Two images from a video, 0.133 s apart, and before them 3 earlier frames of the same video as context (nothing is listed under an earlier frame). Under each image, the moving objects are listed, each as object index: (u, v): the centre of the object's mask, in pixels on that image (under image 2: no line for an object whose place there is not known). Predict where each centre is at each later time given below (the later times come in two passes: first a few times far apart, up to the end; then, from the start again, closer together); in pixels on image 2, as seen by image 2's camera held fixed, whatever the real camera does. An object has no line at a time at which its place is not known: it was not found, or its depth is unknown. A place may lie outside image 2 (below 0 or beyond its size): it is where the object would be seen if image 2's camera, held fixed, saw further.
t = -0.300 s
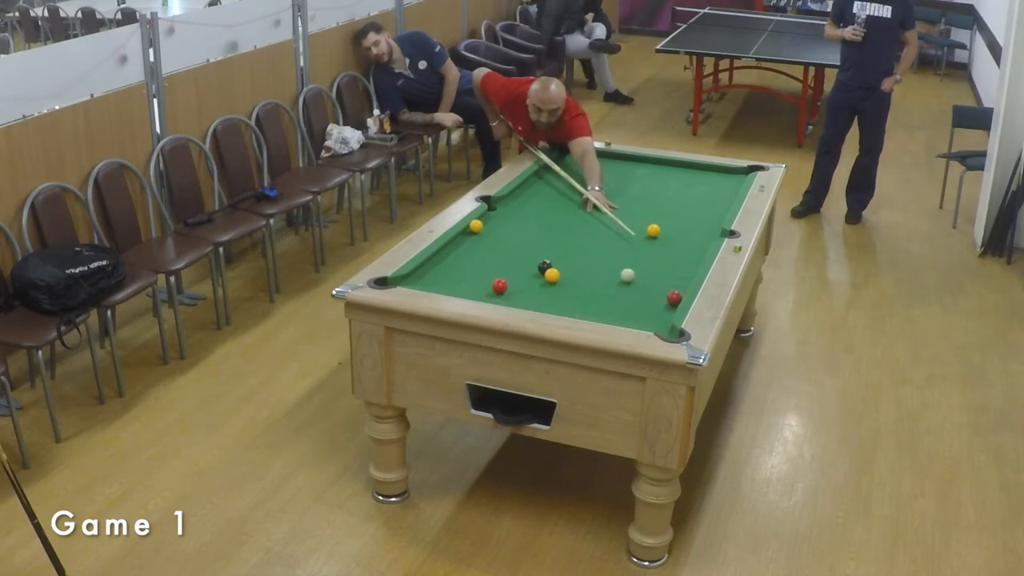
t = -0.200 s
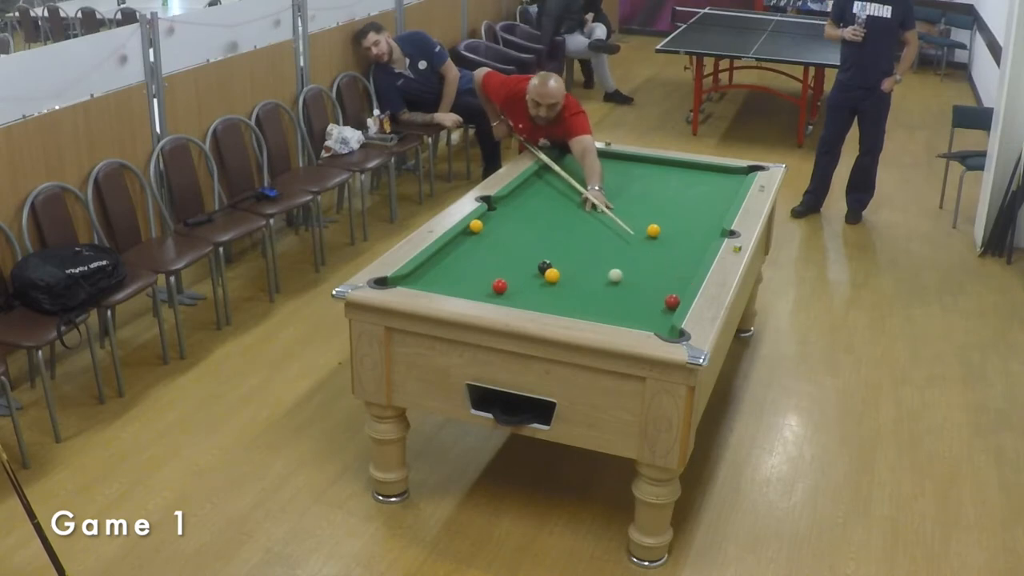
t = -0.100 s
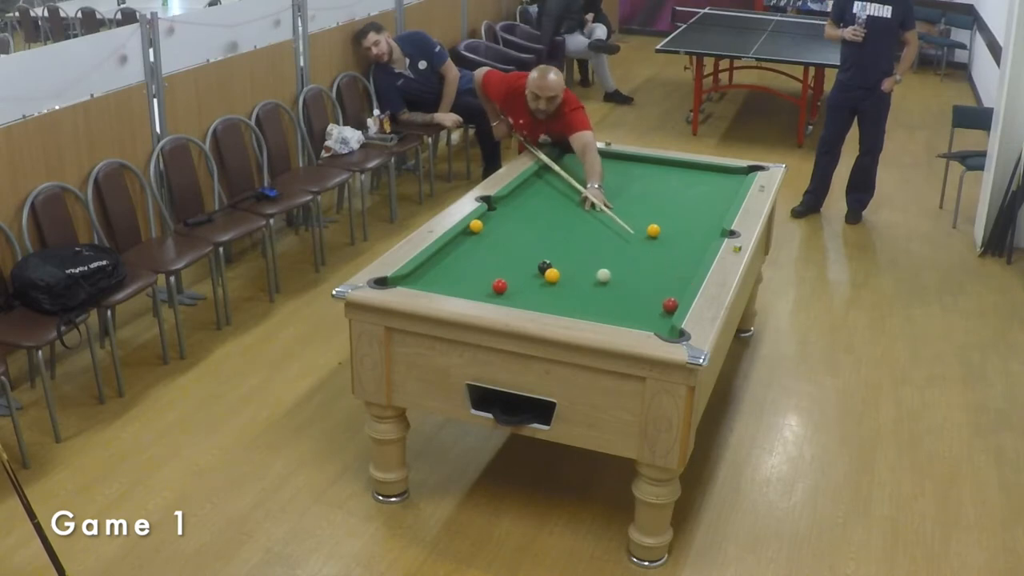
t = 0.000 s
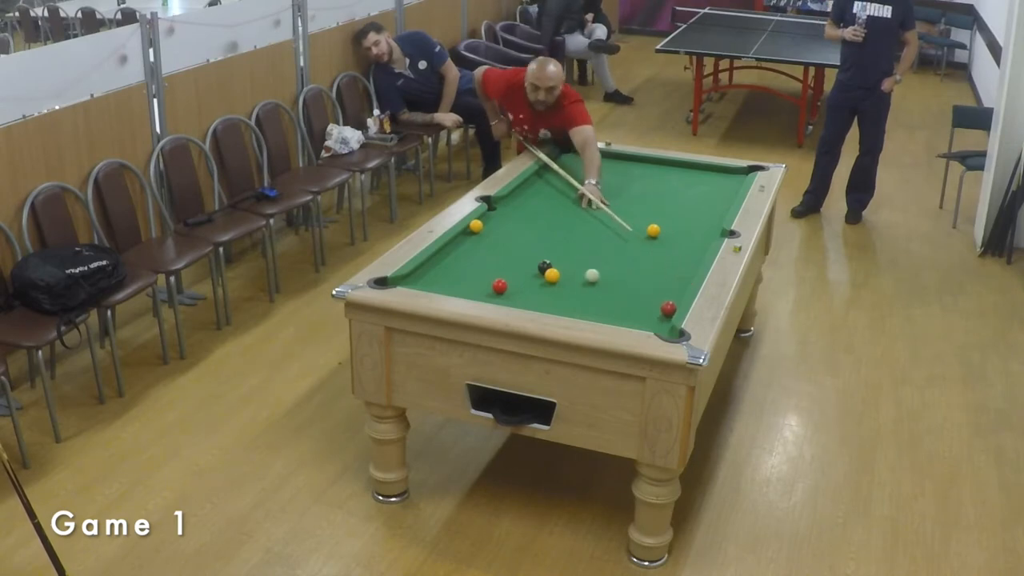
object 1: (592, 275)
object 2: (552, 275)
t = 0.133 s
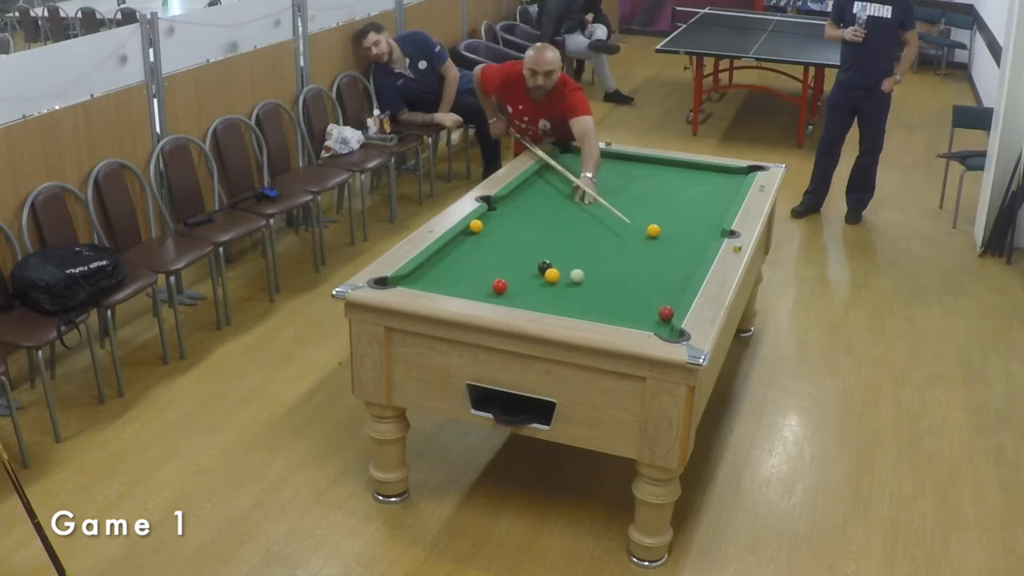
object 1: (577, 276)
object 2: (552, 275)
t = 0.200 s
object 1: (569, 276)
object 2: (552, 275)
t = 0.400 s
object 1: (564, 276)
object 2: (540, 275)
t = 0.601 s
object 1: (562, 277)
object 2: (529, 275)
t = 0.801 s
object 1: (561, 277)
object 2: (519, 275)
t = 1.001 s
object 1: (561, 277)
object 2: (510, 275)
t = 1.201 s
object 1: (561, 277)
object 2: (502, 274)
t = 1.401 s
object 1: (561, 277)
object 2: (495, 274)
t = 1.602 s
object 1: (561, 277)
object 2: (489, 275)
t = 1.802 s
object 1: (562, 277)
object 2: (484, 275)
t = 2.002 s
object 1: (561, 277)
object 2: (480, 275)
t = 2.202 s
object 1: (562, 277)
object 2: (478, 274)
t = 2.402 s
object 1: (561, 277)
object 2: (476, 274)
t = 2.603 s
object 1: (561, 277)
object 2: (475, 274)
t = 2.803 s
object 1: (561, 277)
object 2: (475, 274)
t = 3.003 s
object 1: (561, 277)
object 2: (475, 274)
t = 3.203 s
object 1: (562, 277)
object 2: (475, 274)
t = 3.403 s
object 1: (562, 277)
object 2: (475, 274)
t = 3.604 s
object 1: (562, 277)
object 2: (475, 274)
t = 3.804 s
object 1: (562, 277)
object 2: (475, 274)
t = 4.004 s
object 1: (562, 277)
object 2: (475, 274)
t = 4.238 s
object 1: (562, 277)
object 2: (475, 274)
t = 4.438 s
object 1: (562, 277)
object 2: (475, 274)
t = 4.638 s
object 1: (562, 277)
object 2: (475, 274)
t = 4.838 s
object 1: (562, 277)
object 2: (475, 274)
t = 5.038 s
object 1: (562, 277)
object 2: (475, 274)
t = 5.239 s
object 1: (562, 277)
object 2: (475, 274)
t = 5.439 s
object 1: (562, 277)
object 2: (475, 274)
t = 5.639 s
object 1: (562, 277)
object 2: (475, 274)
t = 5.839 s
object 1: (562, 277)
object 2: (475, 274)
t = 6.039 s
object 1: (562, 277)
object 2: (475, 274)
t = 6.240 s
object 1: (562, 277)
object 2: (475, 274)
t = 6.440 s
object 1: (562, 277)
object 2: (475, 274)
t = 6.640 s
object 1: (562, 277)
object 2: (475, 274)
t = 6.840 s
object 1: (562, 277)
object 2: (475, 274)
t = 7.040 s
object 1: (562, 277)
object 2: (475, 274)
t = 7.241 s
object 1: (562, 277)
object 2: (475, 274)
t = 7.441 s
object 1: (562, 277)
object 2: (475, 274)
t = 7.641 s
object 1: (562, 277)
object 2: (475, 274)
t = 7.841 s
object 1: (562, 277)
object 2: (475, 274)
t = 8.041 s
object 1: (562, 277)
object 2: (475, 274)
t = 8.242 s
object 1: (562, 277)
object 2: (475, 274)
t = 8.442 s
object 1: (562, 277)
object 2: (475, 274)
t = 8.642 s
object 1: (562, 277)
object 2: (475, 274)
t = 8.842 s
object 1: (562, 277)
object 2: (475, 274)
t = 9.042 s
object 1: (562, 277)
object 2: (475, 274)
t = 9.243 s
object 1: (562, 277)
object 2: (475, 274)
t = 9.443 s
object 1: (562, 277)
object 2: (475, 274)
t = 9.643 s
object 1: (562, 277)
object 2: (475, 274)
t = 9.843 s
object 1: (562, 277)
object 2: (475, 274)
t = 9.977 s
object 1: (562, 277)
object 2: (475, 274)
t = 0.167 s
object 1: (573, 276)
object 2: (552, 275)
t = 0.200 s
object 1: (569, 276)
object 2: (552, 275)
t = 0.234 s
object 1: (566, 276)
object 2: (551, 275)
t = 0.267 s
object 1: (566, 276)
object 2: (549, 275)
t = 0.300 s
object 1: (565, 276)
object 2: (546, 275)
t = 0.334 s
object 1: (565, 276)
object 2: (545, 276)
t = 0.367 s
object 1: (564, 276)
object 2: (542, 275)
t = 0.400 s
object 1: (564, 276)
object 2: (540, 275)
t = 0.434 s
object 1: (563, 276)
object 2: (538, 275)
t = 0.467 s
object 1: (563, 276)
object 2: (536, 275)
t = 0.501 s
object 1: (563, 276)
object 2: (535, 275)
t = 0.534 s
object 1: (562, 276)
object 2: (533, 275)
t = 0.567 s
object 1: (562, 276)
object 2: (531, 275)
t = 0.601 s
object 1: (562, 277)
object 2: (529, 275)
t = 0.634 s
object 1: (562, 277)
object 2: (527, 275)
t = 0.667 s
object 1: (562, 277)
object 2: (526, 275)
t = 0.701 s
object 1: (561, 277)
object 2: (524, 276)
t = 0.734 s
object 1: (561, 277)
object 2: (522, 275)
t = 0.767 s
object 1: (561, 277)
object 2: (521, 275)
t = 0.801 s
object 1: (561, 277)
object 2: (519, 275)
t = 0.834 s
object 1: (561, 277)
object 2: (517, 275)
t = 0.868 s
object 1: (561, 277)
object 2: (516, 275)
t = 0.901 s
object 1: (561, 277)
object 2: (514, 275)
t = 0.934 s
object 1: (561, 277)
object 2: (513, 275)
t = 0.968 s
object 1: (561, 277)
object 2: (511, 275)
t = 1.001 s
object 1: (561, 277)
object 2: (510, 275)
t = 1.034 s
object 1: (561, 277)
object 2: (509, 275)
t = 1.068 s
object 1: (561, 277)
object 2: (507, 275)
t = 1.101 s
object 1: (561, 277)
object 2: (506, 275)
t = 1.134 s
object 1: (562, 277)
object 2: (505, 274)
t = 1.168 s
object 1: (561, 277)
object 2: (503, 274)
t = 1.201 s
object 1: (561, 277)
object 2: (502, 274)
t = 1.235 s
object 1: (561, 277)
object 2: (501, 274)
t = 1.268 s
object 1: (561, 277)
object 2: (499, 274)
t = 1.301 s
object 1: (561, 277)
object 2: (498, 274)
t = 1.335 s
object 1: (561, 277)
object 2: (497, 274)
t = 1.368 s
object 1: (562, 277)
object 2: (496, 274)
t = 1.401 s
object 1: (561, 277)
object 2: (495, 274)
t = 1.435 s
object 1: (561, 277)
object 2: (493, 274)
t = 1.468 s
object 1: (561, 277)
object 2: (492, 275)
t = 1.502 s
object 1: (561, 277)
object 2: (491, 274)
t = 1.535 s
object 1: (561, 277)
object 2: (491, 275)
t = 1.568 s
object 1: (561, 277)
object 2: (490, 275)
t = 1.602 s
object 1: (561, 277)
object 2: (489, 275)
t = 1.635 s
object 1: (561, 277)
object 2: (488, 275)
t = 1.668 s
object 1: (561, 277)
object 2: (487, 275)
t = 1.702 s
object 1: (561, 277)
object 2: (486, 275)
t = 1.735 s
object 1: (561, 277)
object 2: (486, 275)
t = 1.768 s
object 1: (562, 277)
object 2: (485, 275)
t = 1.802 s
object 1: (562, 277)
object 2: (484, 275)
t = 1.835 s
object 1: (562, 277)
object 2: (483, 275)
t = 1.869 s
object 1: (561, 277)
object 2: (483, 275)
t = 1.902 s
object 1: (561, 277)
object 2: (482, 275)
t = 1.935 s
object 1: (562, 277)
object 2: (481, 275)
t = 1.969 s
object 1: (561, 277)
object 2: (481, 275)
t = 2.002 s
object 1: (561, 277)
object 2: (480, 275)
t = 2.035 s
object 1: (561, 277)
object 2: (480, 275)
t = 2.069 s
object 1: (561, 277)
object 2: (479, 275)
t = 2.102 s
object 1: (561, 277)
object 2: (478, 274)
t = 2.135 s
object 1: (561, 277)
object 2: (478, 275)
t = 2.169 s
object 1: (562, 277)
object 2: (478, 274)
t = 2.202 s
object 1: (562, 277)
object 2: (478, 274)
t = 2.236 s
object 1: (562, 277)
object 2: (477, 274)
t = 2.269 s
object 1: (561, 277)
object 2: (477, 274)
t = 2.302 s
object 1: (561, 277)
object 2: (476, 274)
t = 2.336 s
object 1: (561, 277)
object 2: (476, 274)
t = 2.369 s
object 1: (561, 277)
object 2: (476, 274)
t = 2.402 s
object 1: (561, 277)
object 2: (476, 274)
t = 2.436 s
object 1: (561, 277)
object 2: (475, 274)
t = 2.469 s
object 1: (561, 277)
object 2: (475, 274)
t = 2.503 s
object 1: (561, 277)
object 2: (475, 274)
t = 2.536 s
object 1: (561, 277)
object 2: (475, 274)
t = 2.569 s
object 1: (561, 277)
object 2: (475, 274)
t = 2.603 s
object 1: (561, 277)
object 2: (475, 274)
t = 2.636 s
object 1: (561, 277)
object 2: (475, 274)
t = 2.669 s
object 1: (561, 277)
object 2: (475, 274)
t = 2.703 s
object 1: (561, 277)
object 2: (475, 274)
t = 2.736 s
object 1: (561, 277)
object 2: (475, 274)
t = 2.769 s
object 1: (561, 277)
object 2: (475, 274)
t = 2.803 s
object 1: (561, 277)
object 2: (475, 274)
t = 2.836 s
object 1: (561, 277)
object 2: (475, 274)
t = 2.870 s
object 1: (561, 277)
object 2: (475, 274)
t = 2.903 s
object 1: (561, 277)
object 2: (475, 274)
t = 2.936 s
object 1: (561, 277)
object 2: (475, 274)
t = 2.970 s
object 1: (561, 277)
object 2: (475, 274)
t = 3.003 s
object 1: (561, 277)
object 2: (475, 274)
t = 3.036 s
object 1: (561, 277)
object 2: (475, 274)
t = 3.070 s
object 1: (562, 277)
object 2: (475, 274)
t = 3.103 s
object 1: (562, 277)
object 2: (475, 274)
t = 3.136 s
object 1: (562, 277)
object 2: (475, 274)
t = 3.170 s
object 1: (562, 277)
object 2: (475, 274)
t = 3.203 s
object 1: (562, 277)
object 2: (475, 274)
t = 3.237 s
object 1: (562, 277)
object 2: (475, 274)
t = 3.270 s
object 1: (562, 277)
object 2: (475, 274)
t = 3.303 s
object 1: (562, 277)
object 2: (475, 274)
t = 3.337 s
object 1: (562, 277)
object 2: (475, 274)
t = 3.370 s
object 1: (562, 277)
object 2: (475, 274)
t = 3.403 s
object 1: (562, 277)
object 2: (475, 274)
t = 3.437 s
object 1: (562, 277)
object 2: (475, 274)
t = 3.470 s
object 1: (562, 277)
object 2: (475, 274)
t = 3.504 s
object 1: (562, 277)
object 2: (475, 274)
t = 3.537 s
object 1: (562, 277)
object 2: (475, 274)
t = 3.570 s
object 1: (562, 277)
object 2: (475, 274)
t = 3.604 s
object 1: (562, 277)
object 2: (475, 274)
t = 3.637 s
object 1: (562, 277)
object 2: (475, 274)
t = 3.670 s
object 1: (562, 277)
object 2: (475, 274)
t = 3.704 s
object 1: (562, 277)
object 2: (475, 274)
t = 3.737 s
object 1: (562, 277)
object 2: (475, 274)
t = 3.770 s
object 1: (562, 277)
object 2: (475, 274)
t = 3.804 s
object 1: (562, 277)
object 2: (475, 274)
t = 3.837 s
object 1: (562, 277)
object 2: (475, 274)
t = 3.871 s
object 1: (562, 277)
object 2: (475, 274)
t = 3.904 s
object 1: (562, 277)
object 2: (475, 274)
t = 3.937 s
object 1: (562, 277)
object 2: (475, 274)
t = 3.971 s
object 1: (562, 277)
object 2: (475, 274)
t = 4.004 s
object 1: (562, 277)
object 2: (475, 274)
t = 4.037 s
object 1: (562, 277)
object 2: (475, 274)
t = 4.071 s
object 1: (562, 277)
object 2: (475, 274)
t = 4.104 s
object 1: (562, 277)
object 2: (475, 274)
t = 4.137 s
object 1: (562, 277)
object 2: (475, 274)
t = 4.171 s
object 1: (562, 277)
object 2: (475, 274)
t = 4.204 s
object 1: (562, 277)
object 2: (475, 274)
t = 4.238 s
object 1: (562, 277)
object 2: (475, 274)
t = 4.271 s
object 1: (562, 277)
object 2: (475, 274)
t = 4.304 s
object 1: (562, 277)
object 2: (475, 274)
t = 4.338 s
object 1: (562, 277)
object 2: (475, 274)
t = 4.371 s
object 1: (562, 277)
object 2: (475, 274)
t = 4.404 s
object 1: (562, 277)
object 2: (475, 274)
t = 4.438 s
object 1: (562, 277)
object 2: (475, 274)
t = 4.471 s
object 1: (562, 277)
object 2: (475, 274)
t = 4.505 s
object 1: (562, 277)
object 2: (475, 274)
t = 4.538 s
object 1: (562, 277)
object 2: (475, 274)
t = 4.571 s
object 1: (562, 277)
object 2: (475, 274)
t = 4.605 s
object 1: (562, 277)
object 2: (475, 274)
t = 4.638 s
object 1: (562, 277)
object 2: (475, 274)
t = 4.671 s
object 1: (562, 277)
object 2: (475, 274)
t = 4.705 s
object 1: (562, 277)
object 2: (475, 274)
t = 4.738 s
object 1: (562, 277)
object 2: (475, 274)
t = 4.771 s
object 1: (562, 277)
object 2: (475, 274)
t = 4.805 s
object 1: (562, 277)
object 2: (475, 274)
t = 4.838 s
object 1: (562, 277)
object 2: (475, 274)
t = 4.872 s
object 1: (562, 277)
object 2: (475, 274)
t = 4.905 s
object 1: (562, 277)
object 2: (475, 274)
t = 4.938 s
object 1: (562, 277)
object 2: (475, 274)
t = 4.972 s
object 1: (562, 277)
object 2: (475, 274)
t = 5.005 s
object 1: (562, 277)
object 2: (475, 274)
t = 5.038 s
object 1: (562, 277)
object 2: (475, 274)
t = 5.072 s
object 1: (562, 277)
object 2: (475, 274)
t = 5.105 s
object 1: (562, 277)
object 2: (475, 274)
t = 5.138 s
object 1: (562, 277)
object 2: (475, 274)
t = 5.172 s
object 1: (562, 277)
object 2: (475, 274)
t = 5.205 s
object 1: (562, 277)
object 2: (475, 274)
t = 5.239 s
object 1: (562, 277)
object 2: (475, 274)
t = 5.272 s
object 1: (562, 277)
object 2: (475, 274)
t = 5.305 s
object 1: (562, 277)
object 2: (475, 274)
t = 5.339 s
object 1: (562, 277)
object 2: (475, 274)
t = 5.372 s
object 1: (562, 277)
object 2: (475, 274)
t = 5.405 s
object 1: (562, 277)
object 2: (475, 274)
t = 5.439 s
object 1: (562, 277)
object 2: (475, 274)
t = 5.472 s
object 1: (562, 277)
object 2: (475, 274)
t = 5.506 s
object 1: (562, 277)
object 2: (475, 274)
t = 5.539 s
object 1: (562, 277)
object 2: (475, 274)
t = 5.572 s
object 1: (562, 277)
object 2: (475, 274)
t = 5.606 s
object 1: (562, 277)
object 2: (475, 274)
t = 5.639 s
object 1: (562, 277)
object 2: (475, 274)
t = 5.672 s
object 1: (562, 277)
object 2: (475, 274)
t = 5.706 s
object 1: (562, 277)
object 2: (475, 274)
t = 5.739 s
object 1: (562, 277)
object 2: (475, 274)
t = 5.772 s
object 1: (562, 277)
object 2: (475, 274)
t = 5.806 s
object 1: (562, 277)
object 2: (475, 274)
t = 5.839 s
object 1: (562, 277)
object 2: (475, 274)
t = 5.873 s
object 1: (562, 277)
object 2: (475, 274)
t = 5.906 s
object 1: (562, 277)
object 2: (475, 274)
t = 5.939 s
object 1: (562, 277)
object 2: (475, 274)
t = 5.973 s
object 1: (562, 277)
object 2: (475, 274)
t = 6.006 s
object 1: (562, 277)
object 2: (475, 274)
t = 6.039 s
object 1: (562, 277)
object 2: (475, 274)
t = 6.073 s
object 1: (562, 277)
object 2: (475, 274)
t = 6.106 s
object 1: (562, 277)
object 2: (475, 274)
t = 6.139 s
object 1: (562, 277)
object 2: (475, 274)
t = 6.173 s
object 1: (562, 277)
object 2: (475, 274)
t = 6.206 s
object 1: (562, 277)
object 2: (475, 274)
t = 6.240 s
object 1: (562, 277)
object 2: (475, 274)
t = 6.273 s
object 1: (562, 277)
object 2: (475, 274)
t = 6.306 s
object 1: (562, 277)
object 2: (475, 274)
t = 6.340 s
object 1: (562, 277)
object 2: (475, 274)
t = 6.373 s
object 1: (562, 277)
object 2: (475, 274)
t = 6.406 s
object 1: (562, 277)
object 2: (475, 274)
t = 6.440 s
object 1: (562, 277)
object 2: (475, 274)
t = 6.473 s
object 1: (562, 277)
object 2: (475, 274)
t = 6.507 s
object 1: (562, 277)
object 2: (475, 274)
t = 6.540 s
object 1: (562, 277)
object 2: (475, 274)
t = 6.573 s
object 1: (562, 277)
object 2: (475, 274)
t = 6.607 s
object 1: (562, 277)
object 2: (475, 274)
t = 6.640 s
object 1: (562, 277)
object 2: (475, 274)
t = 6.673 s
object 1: (562, 277)
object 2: (475, 274)
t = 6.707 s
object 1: (562, 277)
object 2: (475, 274)
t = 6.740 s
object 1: (562, 277)
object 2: (475, 274)
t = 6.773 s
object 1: (562, 277)
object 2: (475, 274)
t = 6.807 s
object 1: (562, 277)
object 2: (475, 274)
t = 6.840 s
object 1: (562, 277)
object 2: (475, 274)
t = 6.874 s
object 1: (562, 277)
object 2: (475, 274)
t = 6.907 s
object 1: (562, 277)
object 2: (475, 274)
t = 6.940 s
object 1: (562, 277)
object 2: (475, 274)
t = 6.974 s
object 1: (562, 277)
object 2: (475, 274)
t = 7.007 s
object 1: (562, 277)
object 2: (475, 274)
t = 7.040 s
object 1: (562, 277)
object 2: (475, 274)
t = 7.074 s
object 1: (562, 277)
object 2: (475, 274)
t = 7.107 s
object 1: (562, 277)
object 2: (475, 274)
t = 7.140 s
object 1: (562, 277)
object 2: (475, 274)
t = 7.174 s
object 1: (562, 277)
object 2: (475, 274)
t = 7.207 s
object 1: (562, 277)
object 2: (475, 274)
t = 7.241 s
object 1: (562, 277)
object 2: (475, 274)
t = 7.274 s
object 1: (562, 277)
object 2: (475, 274)
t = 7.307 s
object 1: (562, 277)
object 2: (476, 274)
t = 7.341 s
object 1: (562, 277)
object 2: (475, 274)
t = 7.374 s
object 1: (562, 277)
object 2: (475, 274)
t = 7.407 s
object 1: (562, 277)
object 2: (475, 274)
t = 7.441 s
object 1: (562, 277)
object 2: (475, 274)
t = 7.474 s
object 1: (562, 277)
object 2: (475, 274)
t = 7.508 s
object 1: (562, 277)
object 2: (475, 274)
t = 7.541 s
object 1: (562, 277)
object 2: (475, 274)
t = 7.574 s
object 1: (562, 277)
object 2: (475, 274)
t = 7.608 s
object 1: (562, 277)
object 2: (475, 274)
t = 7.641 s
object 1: (562, 277)
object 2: (475, 274)
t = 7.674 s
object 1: (562, 277)
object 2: (475, 274)
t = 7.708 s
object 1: (562, 277)
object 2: (475, 274)
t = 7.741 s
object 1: (562, 277)
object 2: (475, 274)
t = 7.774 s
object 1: (562, 277)
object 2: (475, 274)
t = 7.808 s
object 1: (562, 277)
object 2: (475, 274)
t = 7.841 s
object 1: (562, 277)
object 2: (475, 274)
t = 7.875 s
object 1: (562, 277)
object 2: (475, 274)
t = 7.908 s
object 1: (562, 277)
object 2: (475, 274)
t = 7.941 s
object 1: (562, 277)
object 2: (475, 274)
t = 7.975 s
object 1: (562, 277)
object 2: (475, 274)
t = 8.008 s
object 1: (562, 277)
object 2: (475, 274)
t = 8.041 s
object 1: (562, 277)
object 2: (475, 274)
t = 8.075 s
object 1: (562, 277)
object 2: (475, 274)
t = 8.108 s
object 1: (562, 277)
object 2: (475, 274)
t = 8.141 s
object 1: (562, 277)
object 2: (475, 274)
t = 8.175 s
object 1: (562, 277)
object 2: (475, 274)
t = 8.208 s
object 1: (562, 277)
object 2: (475, 274)
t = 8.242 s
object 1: (562, 277)
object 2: (475, 274)
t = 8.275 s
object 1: (562, 277)
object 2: (475, 274)
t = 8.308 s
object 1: (562, 277)
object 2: (475, 274)
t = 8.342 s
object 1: (562, 277)
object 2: (475, 274)
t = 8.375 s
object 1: (562, 277)
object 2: (475, 274)
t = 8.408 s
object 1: (562, 277)
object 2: (475, 274)
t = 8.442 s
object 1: (562, 277)
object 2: (475, 274)
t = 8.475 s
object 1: (562, 277)
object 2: (475, 274)
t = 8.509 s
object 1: (562, 277)
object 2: (475, 274)
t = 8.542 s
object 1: (562, 277)
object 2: (475, 274)
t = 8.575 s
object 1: (562, 277)
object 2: (475, 274)
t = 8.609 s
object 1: (562, 277)
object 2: (475, 274)
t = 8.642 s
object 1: (562, 277)
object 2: (475, 274)
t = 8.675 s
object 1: (562, 277)
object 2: (475, 274)
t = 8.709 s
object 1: (562, 277)
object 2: (475, 274)
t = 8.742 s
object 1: (562, 277)
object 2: (475, 274)
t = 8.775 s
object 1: (562, 277)
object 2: (475, 274)
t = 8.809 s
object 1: (562, 277)
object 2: (475, 274)
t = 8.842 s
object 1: (562, 277)
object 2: (475, 274)
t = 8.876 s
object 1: (562, 277)
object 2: (475, 274)
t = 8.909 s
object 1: (562, 277)
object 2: (475, 274)
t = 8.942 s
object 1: (562, 277)
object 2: (475, 274)
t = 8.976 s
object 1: (562, 277)
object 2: (475, 274)
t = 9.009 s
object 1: (562, 277)
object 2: (475, 274)
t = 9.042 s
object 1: (562, 277)
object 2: (475, 274)
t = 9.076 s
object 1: (562, 277)
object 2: (475, 274)
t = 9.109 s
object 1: (562, 277)
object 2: (475, 274)
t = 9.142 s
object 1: (562, 277)
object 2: (475, 274)
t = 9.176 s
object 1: (562, 277)
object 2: (475, 274)
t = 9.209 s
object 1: (562, 277)
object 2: (475, 274)
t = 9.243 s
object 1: (562, 277)
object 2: (475, 274)
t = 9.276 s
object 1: (562, 277)
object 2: (475, 274)
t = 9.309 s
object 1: (562, 277)
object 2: (475, 274)
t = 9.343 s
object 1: (562, 277)
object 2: (475, 274)
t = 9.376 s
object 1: (562, 277)
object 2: (475, 274)
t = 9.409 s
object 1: (562, 277)
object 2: (475, 274)
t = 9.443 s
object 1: (562, 277)
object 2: (475, 274)
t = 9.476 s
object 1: (562, 277)
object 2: (475, 274)
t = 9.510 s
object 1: (562, 277)
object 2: (475, 274)
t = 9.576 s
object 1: (562, 277)
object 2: (475, 274)
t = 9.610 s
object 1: (562, 277)
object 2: (475, 274)
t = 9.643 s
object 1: (562, 277)
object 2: (475, 274)
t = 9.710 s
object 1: (562, 277)
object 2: (475, 274)
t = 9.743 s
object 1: (562, 277)
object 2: (475, 274)
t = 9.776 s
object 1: (562, 277)
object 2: (475, 274)
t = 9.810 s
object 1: (562, 277)
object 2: (475, 274)
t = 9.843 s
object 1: (562, 277)
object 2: (475, 274)
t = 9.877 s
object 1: (562, 277)
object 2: (475, 274)
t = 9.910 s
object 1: (562, 277)
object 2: (475, 274)
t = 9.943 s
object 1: (562, 277)
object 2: (475, 274)
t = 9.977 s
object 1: (562, 277)
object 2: (475, 274)
